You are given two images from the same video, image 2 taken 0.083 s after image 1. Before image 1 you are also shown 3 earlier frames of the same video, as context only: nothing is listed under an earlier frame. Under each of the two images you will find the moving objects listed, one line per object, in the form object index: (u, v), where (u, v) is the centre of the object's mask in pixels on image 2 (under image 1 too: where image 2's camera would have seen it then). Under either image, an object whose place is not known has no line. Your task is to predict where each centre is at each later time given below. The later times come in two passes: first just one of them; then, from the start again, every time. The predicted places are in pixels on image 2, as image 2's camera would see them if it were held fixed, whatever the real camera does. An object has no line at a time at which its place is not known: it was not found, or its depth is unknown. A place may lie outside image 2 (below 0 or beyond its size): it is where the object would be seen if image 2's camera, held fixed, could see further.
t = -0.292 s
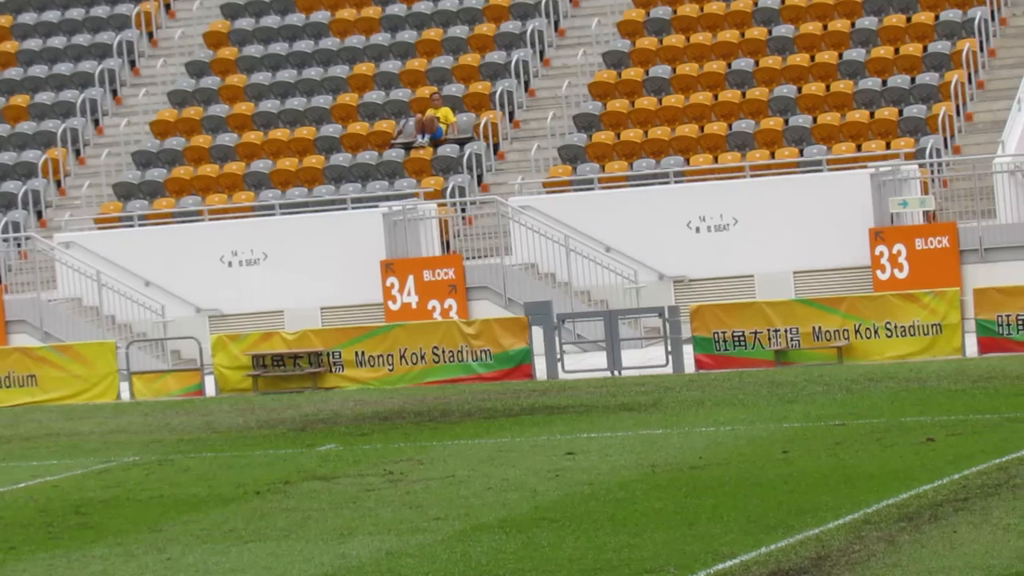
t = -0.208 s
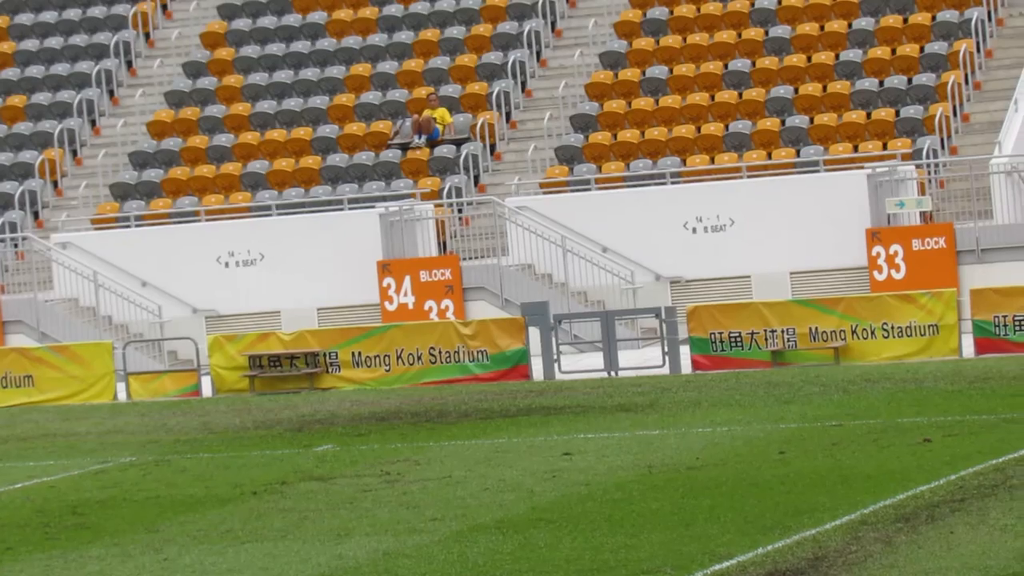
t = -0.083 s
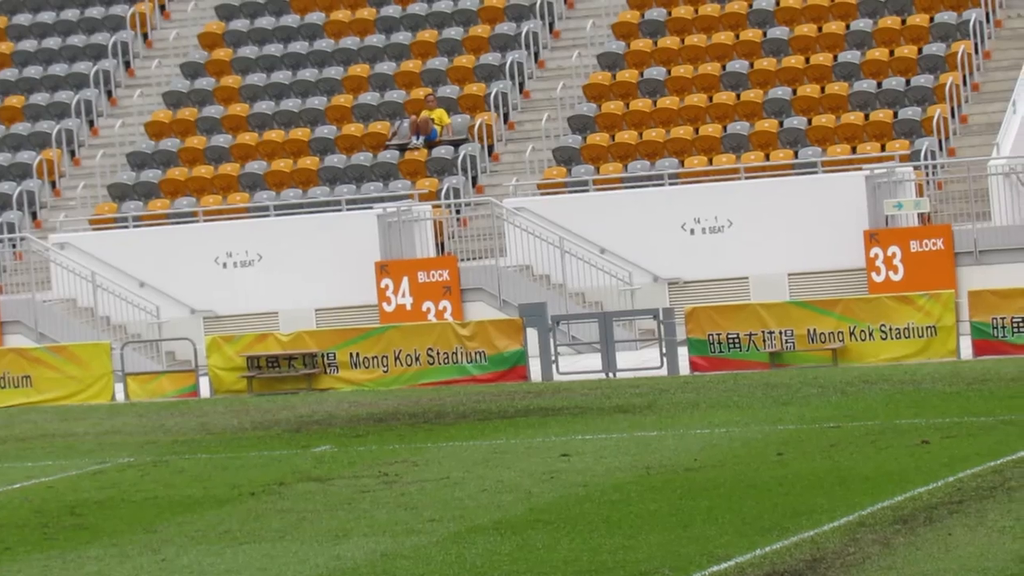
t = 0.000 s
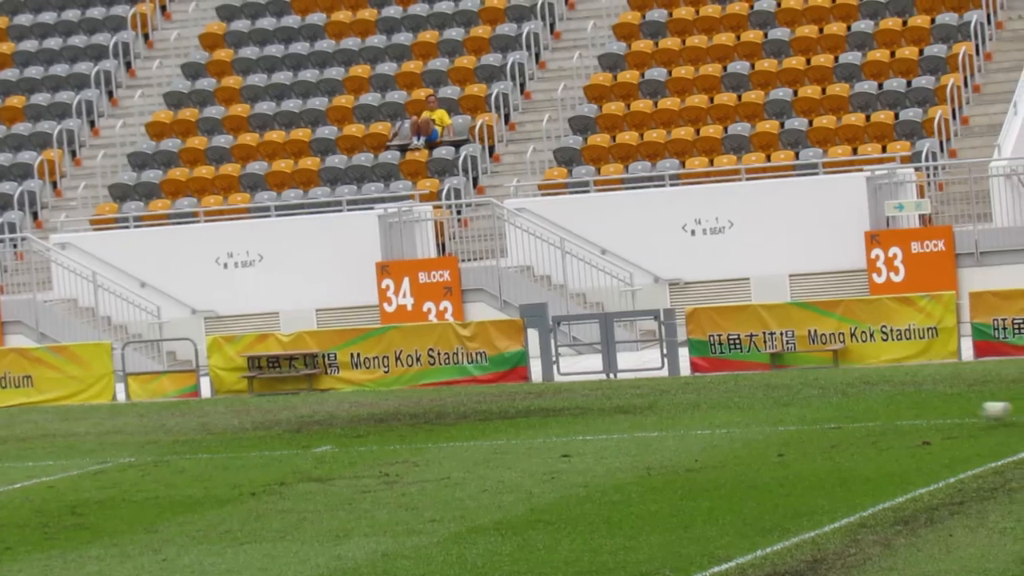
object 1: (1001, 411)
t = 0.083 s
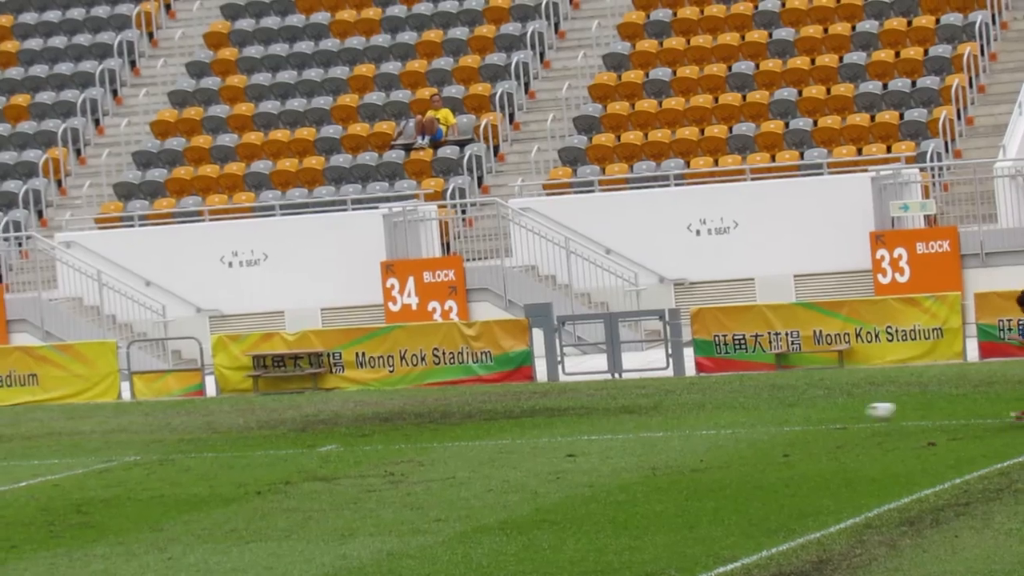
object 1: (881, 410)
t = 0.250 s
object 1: (652, 431)
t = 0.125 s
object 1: (823, 414)
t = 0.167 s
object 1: (765, 417)
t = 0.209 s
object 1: (707, 423)
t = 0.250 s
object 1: (652, 431)
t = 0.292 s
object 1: (595, 440)
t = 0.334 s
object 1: (544, 445)
